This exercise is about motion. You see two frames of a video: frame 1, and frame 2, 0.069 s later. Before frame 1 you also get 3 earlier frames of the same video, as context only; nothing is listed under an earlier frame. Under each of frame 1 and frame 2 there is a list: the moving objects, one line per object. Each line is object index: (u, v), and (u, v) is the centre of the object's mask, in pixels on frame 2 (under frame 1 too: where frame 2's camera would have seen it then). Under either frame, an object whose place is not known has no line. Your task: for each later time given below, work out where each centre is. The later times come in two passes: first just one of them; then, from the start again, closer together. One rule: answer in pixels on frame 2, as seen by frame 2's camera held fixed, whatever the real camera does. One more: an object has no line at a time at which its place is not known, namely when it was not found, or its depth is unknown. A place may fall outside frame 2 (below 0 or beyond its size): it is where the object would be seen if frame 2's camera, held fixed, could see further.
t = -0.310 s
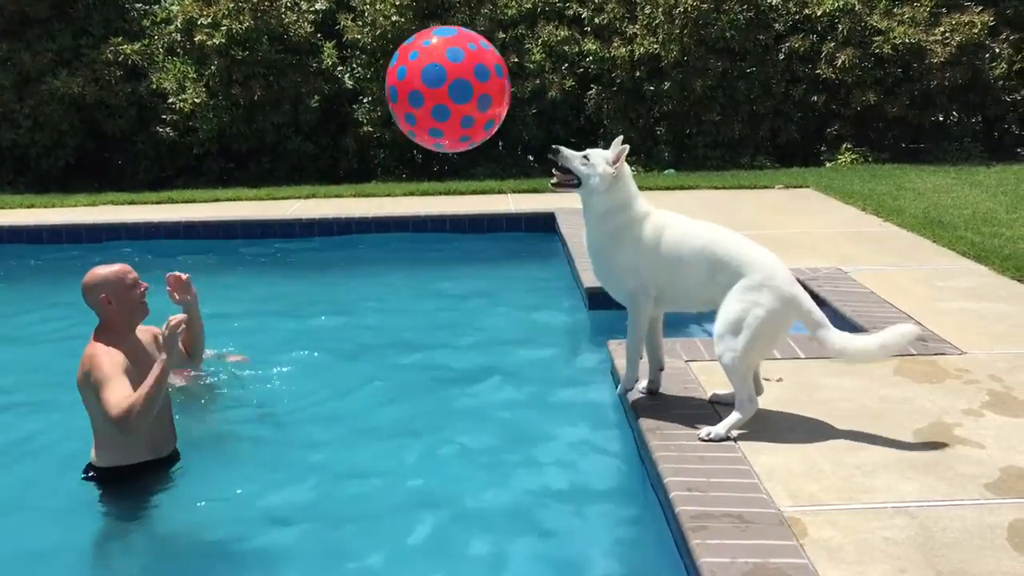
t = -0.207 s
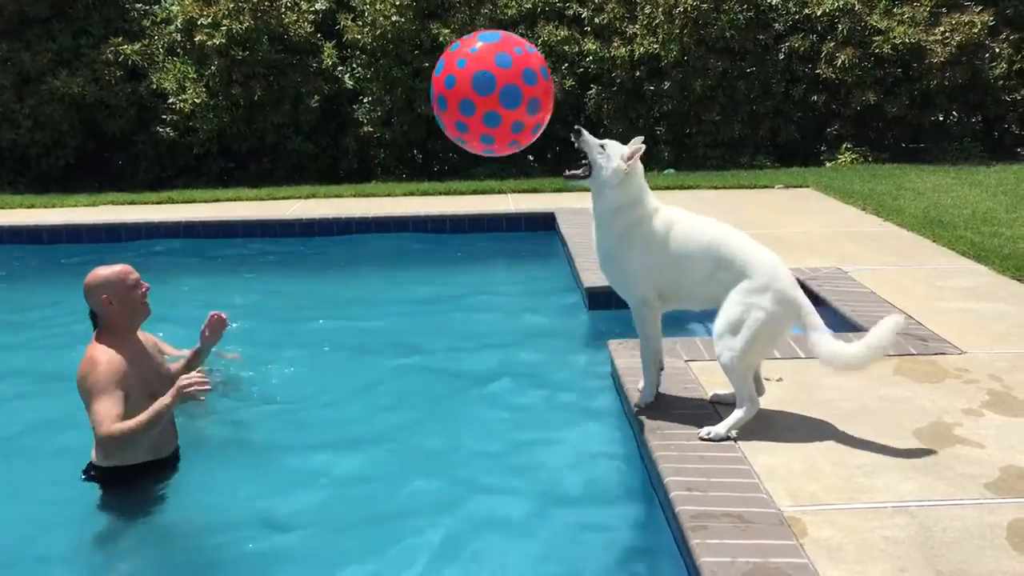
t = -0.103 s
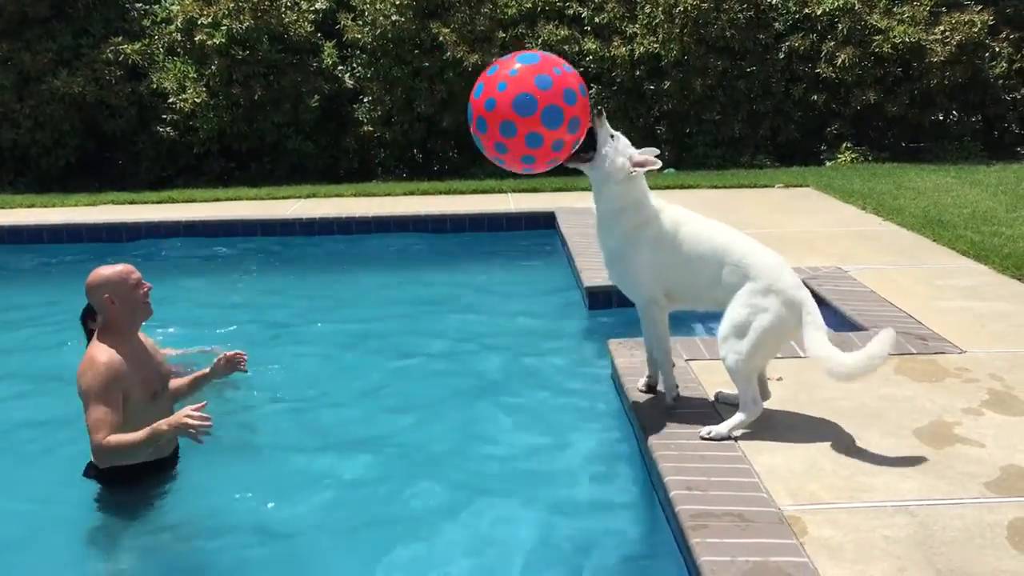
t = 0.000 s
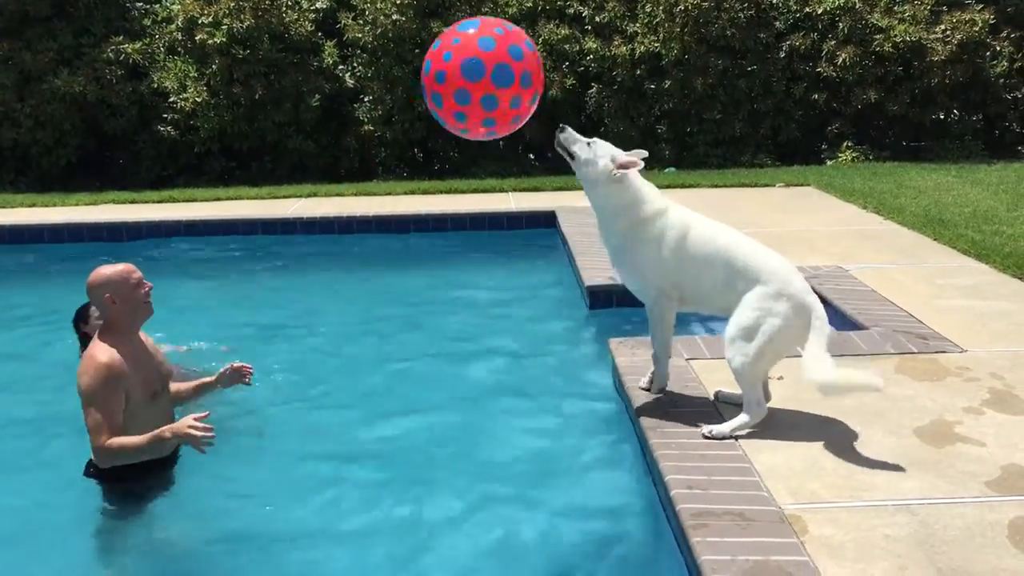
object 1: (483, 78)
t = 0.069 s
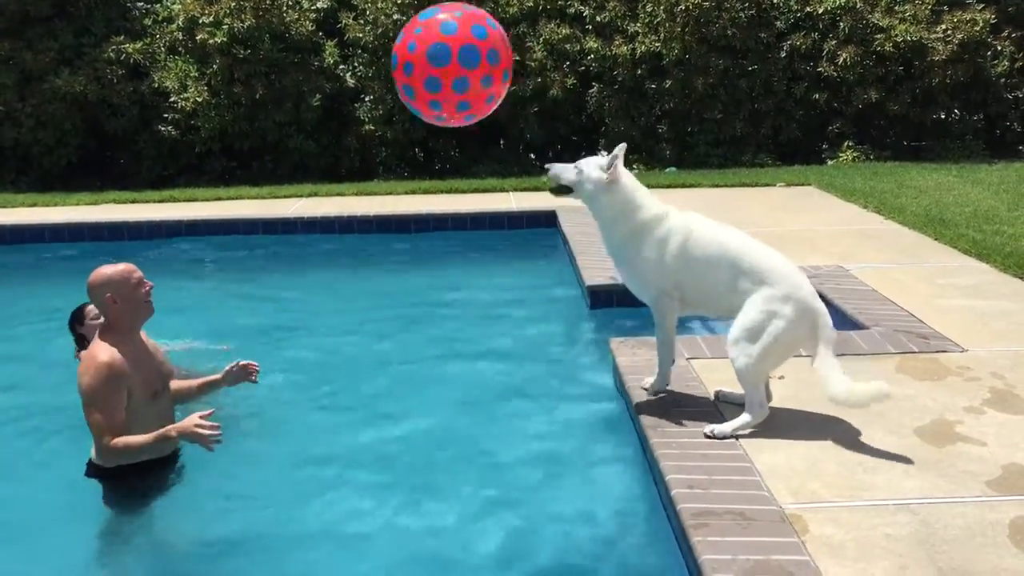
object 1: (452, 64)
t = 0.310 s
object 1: (351, 83)
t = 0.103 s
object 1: (437, 61)
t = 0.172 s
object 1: (407, 60)
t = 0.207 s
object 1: (392, 62)
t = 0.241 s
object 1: (378, 67)
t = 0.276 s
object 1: (364, 74)
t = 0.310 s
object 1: (351, 83)
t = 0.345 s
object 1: (338, 95)
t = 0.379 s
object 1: (325, 108)
